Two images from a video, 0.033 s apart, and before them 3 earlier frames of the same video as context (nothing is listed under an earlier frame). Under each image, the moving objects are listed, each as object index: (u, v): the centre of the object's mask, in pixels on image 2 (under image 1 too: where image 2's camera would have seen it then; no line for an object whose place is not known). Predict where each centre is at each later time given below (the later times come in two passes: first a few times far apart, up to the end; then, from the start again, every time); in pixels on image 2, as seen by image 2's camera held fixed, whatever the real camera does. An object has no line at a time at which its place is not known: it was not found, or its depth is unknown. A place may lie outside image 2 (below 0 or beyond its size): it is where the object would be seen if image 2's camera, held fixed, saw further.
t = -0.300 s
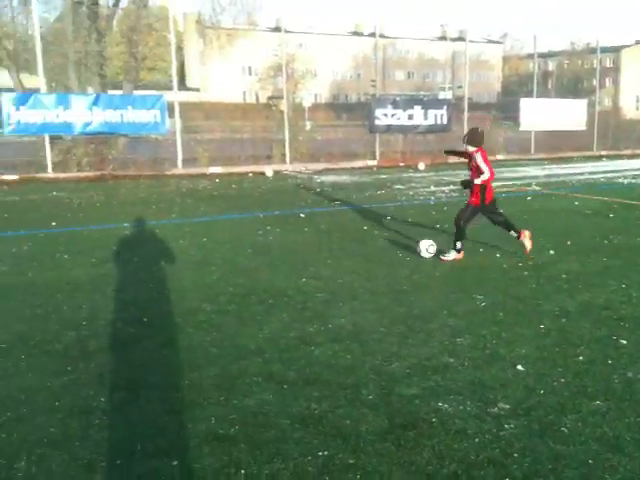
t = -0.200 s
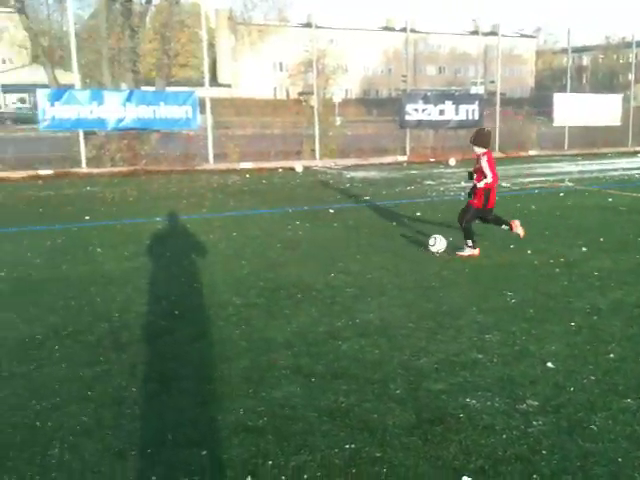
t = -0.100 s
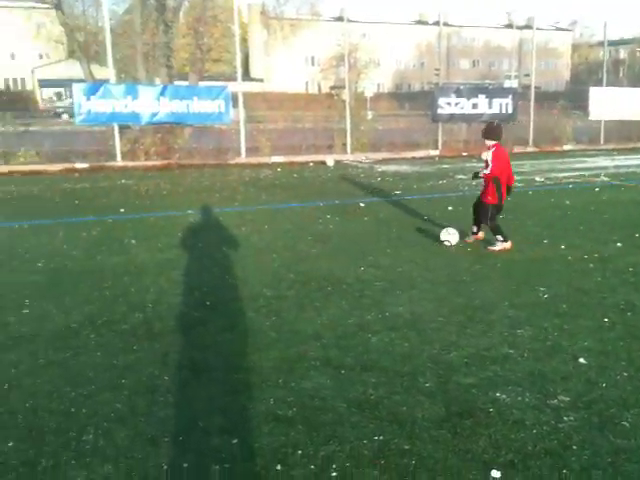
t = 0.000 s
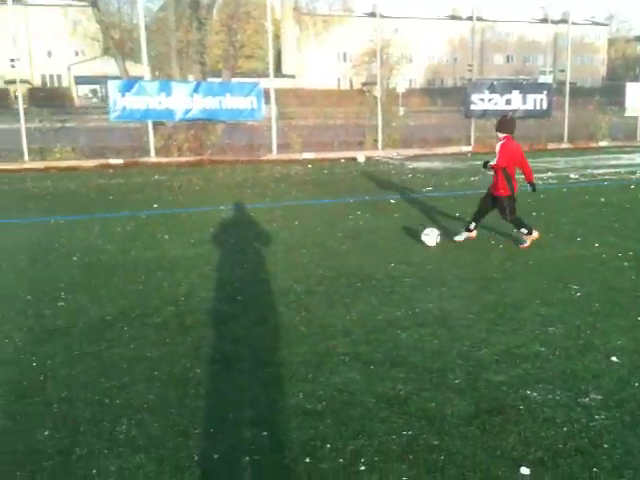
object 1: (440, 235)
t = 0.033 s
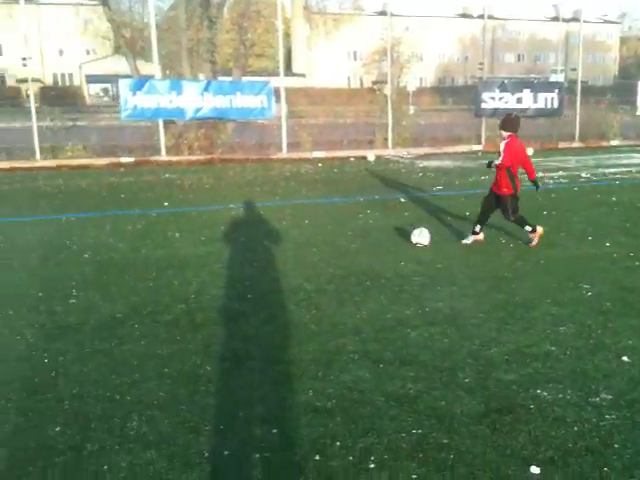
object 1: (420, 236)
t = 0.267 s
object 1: (279, 247)
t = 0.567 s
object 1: (104, 261)
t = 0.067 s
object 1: (400, 238)
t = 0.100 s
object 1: (380, 240)
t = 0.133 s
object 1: (359, 241)
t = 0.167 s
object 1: (339, 243)
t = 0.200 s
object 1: (319, 244)
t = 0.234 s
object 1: (299, 245)
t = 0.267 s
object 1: (279, 247)
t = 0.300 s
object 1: (258, 249)
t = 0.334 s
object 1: (239, 250)
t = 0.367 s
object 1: (219, 252)
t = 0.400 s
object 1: (199, 254)
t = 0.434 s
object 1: (180, 255)
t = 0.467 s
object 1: (161, 257)
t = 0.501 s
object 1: (142, 258)
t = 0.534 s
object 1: (123, 259)
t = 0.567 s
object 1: (104, 261)
